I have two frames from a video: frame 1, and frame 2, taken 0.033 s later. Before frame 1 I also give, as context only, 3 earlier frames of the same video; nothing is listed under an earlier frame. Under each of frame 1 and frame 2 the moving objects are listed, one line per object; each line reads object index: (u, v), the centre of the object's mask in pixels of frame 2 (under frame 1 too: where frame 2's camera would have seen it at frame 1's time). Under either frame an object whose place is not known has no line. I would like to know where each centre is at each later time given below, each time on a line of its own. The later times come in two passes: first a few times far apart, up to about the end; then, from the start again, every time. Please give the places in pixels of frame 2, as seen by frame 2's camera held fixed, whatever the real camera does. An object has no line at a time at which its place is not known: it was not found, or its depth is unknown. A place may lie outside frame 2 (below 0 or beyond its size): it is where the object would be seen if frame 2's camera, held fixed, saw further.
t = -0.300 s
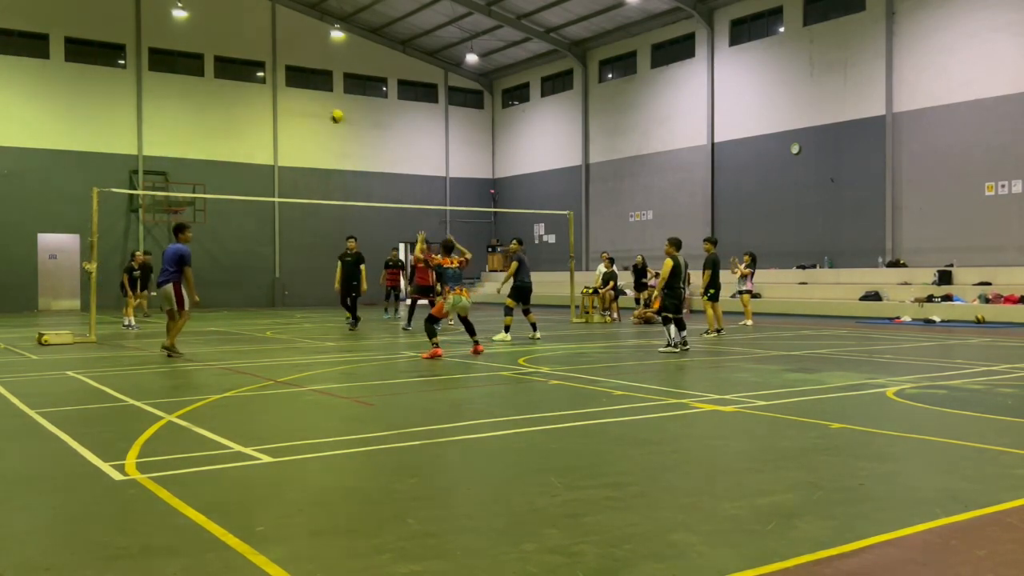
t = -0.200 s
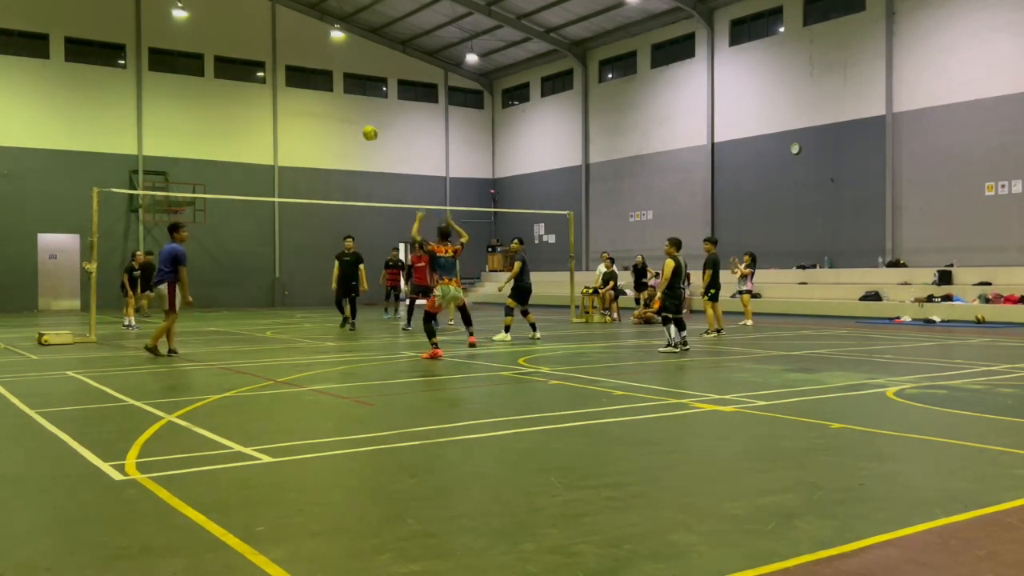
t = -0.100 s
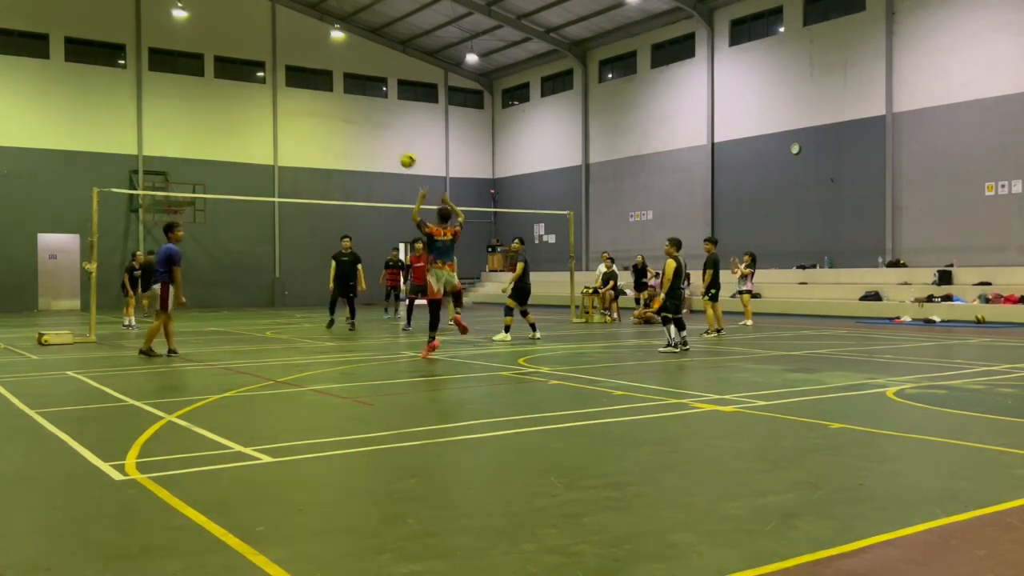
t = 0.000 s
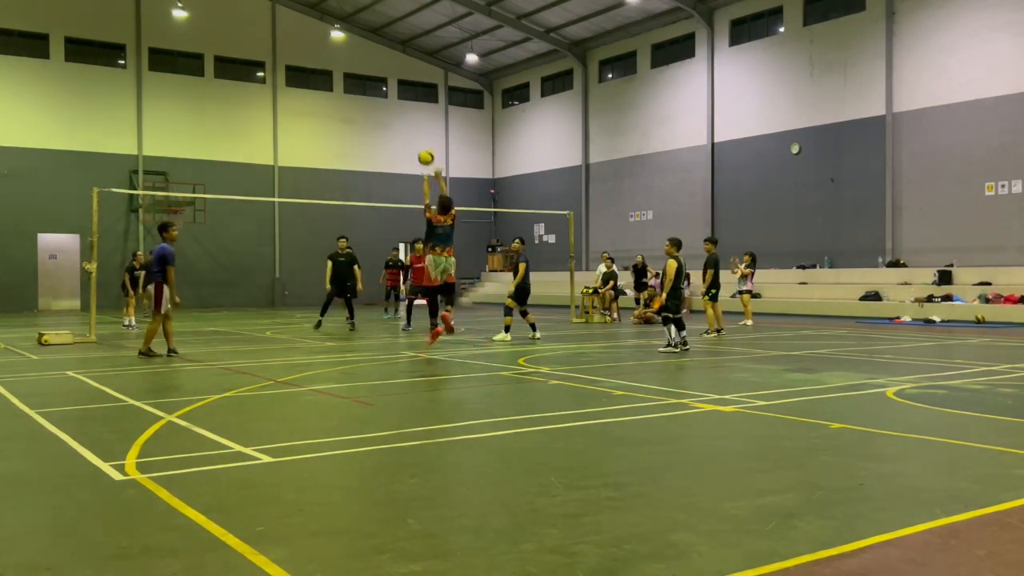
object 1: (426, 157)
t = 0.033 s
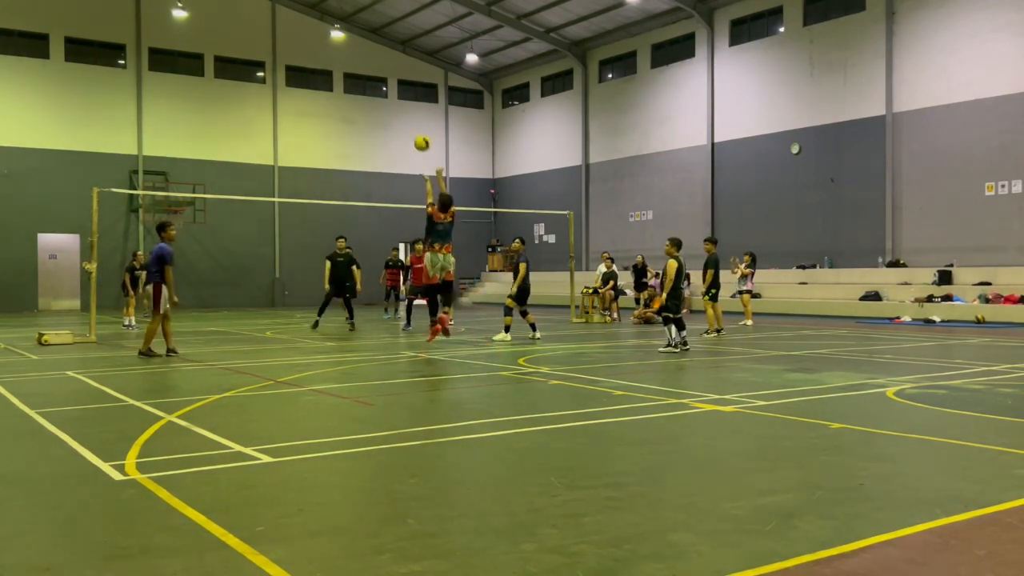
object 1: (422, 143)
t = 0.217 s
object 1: (403, 83)
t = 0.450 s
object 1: (382, 49)
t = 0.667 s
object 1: (364, 53)
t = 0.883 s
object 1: (349, 89)
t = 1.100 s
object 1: (335, 149)
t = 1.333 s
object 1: (323, 235)
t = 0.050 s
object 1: (420, 136)
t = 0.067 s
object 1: (418, 129)
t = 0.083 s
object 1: (416, 123)
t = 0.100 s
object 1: (414, 117)
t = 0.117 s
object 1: (412, 111)
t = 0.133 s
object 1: (411, 105)
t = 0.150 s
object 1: (409, 100)
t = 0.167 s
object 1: (407, 95)
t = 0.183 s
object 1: (406, 91)
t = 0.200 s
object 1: (404, 87)
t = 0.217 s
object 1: (403, 83)
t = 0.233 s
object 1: (401, 79)
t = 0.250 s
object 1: (399, 75)
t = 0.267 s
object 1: (397, 71)
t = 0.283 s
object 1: (396, 68)
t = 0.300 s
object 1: (394, 65)
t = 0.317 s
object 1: (393, 63)
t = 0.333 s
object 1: (391, 60)
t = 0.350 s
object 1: (390, 58)
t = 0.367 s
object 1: (389, 56)
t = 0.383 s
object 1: (387, 54)
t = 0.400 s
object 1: (386, 53)
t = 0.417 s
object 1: (384, 51)
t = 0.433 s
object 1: (383, 50)
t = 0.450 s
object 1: (382, 49)
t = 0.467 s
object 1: (380, 49)
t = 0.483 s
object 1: (379, 48)
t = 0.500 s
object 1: (377, 47)
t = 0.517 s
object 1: (376, 47)
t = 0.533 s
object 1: (375, 47)
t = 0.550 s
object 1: (374, 47)
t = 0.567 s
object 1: (373, 48)
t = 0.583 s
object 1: (371, 48)
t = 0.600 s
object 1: (370, 49)
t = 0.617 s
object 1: (368, 50)
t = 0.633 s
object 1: (367, 50)
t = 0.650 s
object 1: (365, 52)
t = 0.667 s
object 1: (364, 53)
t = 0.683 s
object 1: (363, 56)
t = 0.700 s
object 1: (362, 57)
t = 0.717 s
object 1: (361, 59)
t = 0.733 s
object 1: (359, 61)
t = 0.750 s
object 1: (358, 64)
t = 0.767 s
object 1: (357, 66)
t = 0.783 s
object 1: (356, 69)
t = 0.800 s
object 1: (354, 72)
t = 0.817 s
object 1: (353, 75)
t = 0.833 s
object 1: (352, 78)
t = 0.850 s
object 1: (351, 82)
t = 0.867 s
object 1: (350, 85)
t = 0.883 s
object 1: (349, 89)
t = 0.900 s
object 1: (348, 92)
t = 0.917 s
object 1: (348, 96)
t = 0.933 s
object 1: (346, 100)
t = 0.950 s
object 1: (345, 104)
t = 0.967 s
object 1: (344, 109)
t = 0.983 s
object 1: (343, 113)
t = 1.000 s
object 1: (342, 118)
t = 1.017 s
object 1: (341, 123)
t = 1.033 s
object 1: (340, 128)
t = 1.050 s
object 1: (338, 133)
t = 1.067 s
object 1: (337, 138)
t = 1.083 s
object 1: (336, 143)
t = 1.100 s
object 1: (335, 149)
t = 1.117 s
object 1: (334, 154)
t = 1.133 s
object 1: (333, 160)
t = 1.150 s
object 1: (332, 166)
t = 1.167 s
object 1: (332, 172)
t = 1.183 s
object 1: (331, 177)
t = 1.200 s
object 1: (330, 183)
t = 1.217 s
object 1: (329, 189)
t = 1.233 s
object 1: (328, 195)
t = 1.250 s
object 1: (327, 202)
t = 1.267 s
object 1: (326, 209)
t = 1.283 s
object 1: (326, 215)
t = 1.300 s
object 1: (325, 222)
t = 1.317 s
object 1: (324, 229)
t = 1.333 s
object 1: (323, 235)
